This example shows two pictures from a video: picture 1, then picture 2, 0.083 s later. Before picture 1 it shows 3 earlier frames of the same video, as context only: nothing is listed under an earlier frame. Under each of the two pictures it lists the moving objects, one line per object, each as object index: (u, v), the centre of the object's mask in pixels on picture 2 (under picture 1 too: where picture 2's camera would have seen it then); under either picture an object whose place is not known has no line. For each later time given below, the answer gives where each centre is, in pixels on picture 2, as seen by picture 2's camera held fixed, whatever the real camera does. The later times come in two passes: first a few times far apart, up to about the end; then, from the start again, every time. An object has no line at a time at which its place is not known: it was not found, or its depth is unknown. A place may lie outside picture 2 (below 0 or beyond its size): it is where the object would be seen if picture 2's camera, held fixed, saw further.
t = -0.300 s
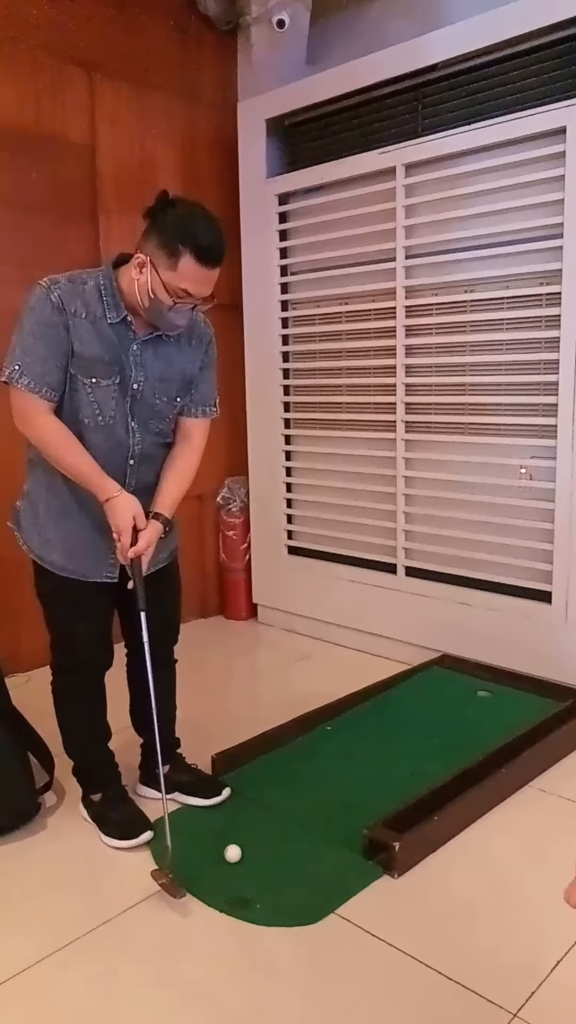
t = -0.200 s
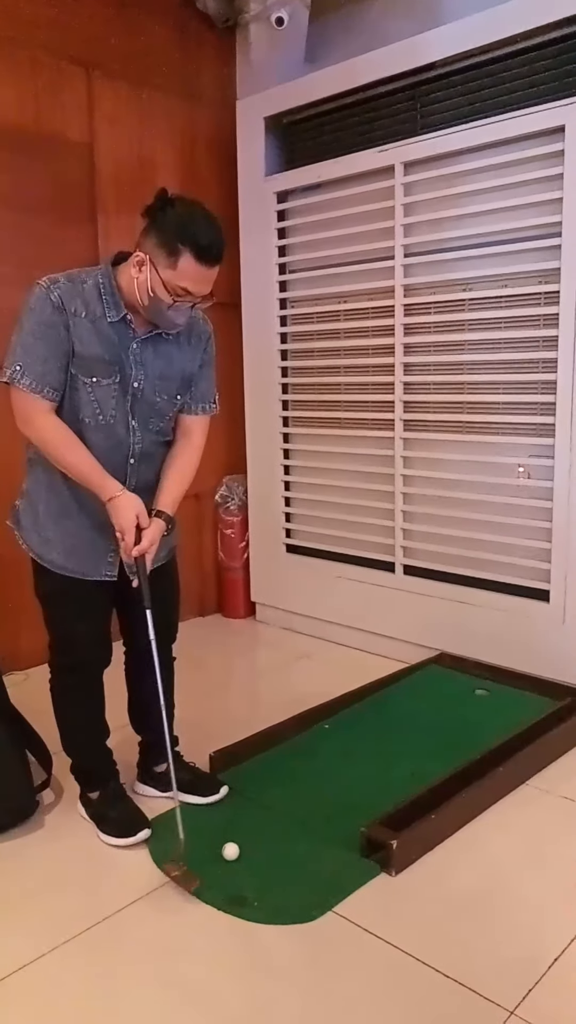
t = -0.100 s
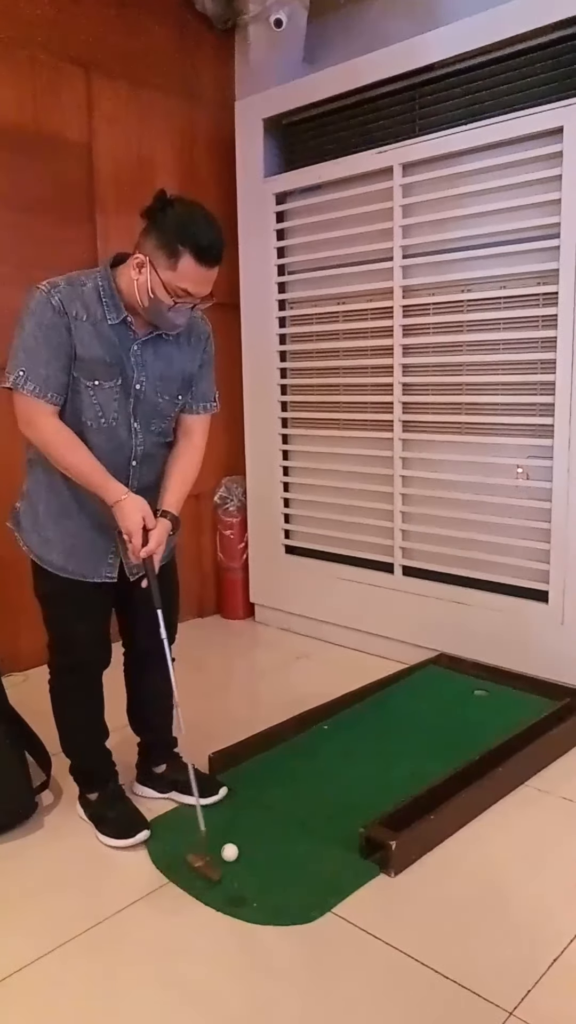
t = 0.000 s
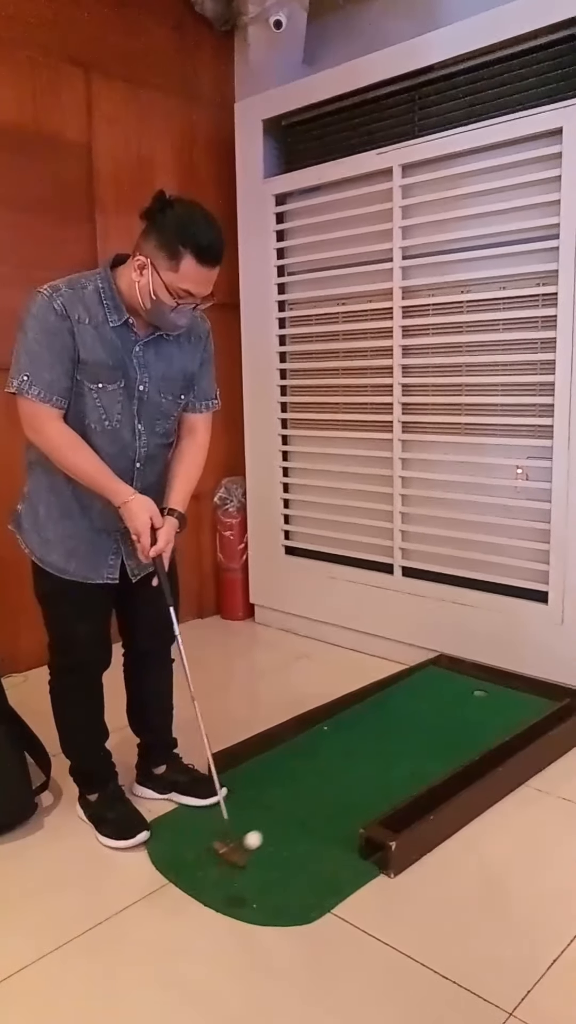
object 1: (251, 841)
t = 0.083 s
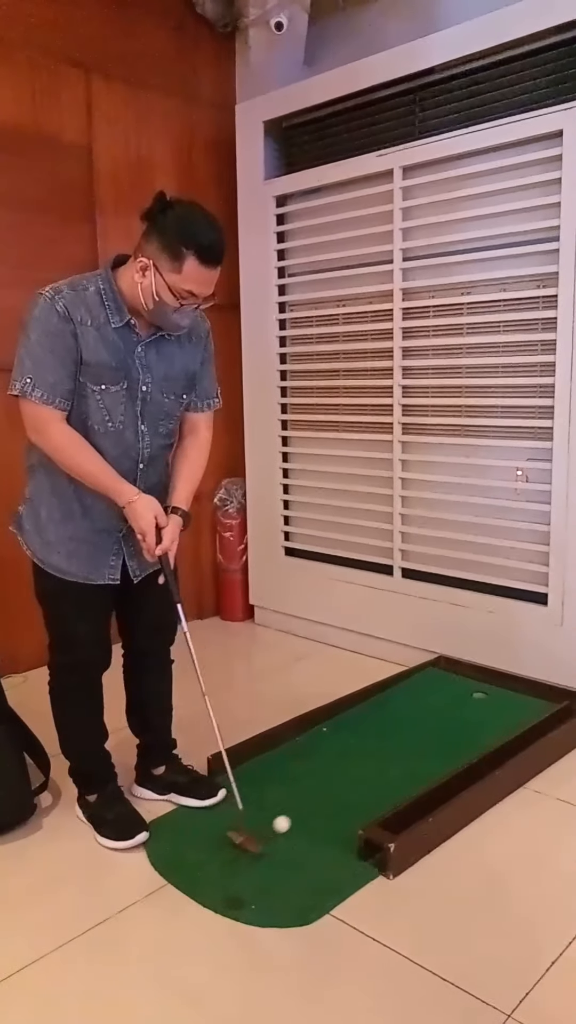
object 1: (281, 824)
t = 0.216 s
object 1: (318, 804)
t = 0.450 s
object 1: (370, 772)
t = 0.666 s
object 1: (408, 749)
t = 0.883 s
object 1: (438, 730)
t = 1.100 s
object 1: (461, 714)
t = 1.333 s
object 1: (479, 702)
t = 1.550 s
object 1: (491, 693)
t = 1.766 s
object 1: (499, 687)
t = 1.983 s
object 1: (505, 683)
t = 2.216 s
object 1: (514, 684)
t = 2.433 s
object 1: (516, 686)
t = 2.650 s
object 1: (523, 688)
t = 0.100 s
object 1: (286, 822)
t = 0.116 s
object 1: (291, 819)
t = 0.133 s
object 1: (296, 817)
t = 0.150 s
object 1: (301, 814)
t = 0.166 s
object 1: (305, 811)
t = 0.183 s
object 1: (310, 809)
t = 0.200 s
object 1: (314, 806)
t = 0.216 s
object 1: (318, 804)
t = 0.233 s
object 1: (322, 801)
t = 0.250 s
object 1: (326, 799)
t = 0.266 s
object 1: (330, 796)
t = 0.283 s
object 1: (334, 794)
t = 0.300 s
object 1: (338, 792)
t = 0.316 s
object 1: (342, 789)
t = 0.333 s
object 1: (346, 787)
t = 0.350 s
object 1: (349, 785)
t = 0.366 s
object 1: (353, 783)
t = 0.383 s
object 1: (356, 781)
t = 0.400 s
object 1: (360, 779)
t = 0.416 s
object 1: (363, 776)
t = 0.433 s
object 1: (367, 774)
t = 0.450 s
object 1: (370, 772)
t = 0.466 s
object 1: (373, 770)
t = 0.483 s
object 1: (376, 769)
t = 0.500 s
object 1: (380, 767)
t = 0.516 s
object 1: (383, 765)
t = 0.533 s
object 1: (386, 763)
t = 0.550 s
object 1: (389, 761)
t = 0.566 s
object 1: (392, 760)
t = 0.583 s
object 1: (395, 758)
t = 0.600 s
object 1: (398, 756)
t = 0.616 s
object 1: (400, 754)
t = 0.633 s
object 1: (403, 752)
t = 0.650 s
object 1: (405, 751)
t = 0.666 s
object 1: (408, 749)
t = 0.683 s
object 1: (411, 748)
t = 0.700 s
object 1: (413, 746)
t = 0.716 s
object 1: (416, 744)
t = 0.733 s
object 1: (418, 743)
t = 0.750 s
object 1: (420, 741)
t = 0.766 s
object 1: (423, 740)
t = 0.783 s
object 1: (425, 738)
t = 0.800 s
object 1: (427, 737)
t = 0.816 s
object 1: (430, 736)
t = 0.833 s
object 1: (432, 734)
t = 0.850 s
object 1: (434, 733)
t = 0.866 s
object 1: (436, 731)
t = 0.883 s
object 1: (438, 730)
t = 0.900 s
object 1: (440, 729)
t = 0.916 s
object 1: (442, 727)
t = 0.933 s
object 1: (444, 726)
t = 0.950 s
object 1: (446, 725)
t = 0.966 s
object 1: (447, 724)
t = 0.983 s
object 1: (449, 723)
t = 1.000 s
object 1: (451, 721)
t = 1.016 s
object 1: (452, 720)
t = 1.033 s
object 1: (454, 719)
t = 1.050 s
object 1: (456, 718)
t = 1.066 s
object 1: (457, 716)
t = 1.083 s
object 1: (459, 715)
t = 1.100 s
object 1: (461, 714)
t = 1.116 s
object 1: (462, 713)
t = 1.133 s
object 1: (464, 712)
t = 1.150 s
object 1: (465, 711)
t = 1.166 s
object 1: (467, 710)
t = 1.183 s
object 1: (468, 709)
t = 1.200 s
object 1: (469, 708)
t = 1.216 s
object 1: (471, 708)
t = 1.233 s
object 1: (472, 707)
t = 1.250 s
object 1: (473, 706)
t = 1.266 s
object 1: (474, 705)
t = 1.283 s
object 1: (476, 704)
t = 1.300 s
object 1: (477, 703)
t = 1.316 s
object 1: (478, 702)
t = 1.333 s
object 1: (479, 702)
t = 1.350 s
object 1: (480, 701)
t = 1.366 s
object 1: (481, 700)
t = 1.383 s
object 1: (482, 699)
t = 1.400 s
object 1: (483, 699)
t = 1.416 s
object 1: (484, 698)
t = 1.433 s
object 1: (485, 697)
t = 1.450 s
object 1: (486, 697)
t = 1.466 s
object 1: (487, 696)
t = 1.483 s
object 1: (488, 695)
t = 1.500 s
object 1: (489, 695)
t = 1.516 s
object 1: (489, 694)
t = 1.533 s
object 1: (490, 693)
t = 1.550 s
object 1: (491, 693)
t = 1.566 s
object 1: (492, 692)
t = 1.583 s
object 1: (493, 692)
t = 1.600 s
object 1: (493, 691)
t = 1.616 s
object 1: (494, 691)
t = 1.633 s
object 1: (494, 690)
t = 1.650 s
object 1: (495, 690)
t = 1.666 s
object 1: (496, 689)
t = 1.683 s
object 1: (496, 689)
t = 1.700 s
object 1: (497, 688)
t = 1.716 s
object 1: (498, 688)
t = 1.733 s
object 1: (498, 687)
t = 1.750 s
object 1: (499, 687)
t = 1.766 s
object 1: (499, 687)
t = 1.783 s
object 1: (500, 686)
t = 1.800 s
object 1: (500, 686)
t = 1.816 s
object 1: (501, 686)
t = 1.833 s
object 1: (501, 685)
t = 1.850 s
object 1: (502, 685)
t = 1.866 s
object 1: (502, 685)
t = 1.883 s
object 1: (503, 685)
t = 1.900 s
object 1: (503, 684)
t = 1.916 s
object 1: (503, 684)
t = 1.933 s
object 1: (504, 684)
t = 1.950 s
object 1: (504, 684)
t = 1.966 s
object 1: (505, 683)
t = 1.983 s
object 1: (505, 683)
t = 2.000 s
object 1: (506, 683)
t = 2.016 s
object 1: (506, 683)
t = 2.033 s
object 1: (507, 684)
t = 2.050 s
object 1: (507, 684)
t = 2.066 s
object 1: (508, 685)
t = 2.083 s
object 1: (509, 684)
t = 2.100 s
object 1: (510, 684)
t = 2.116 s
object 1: (511, 684)
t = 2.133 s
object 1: (512, 684)
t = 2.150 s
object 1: (513, 684)
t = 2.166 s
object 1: (513, 684)
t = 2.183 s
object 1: (514, 684)
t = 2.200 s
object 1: (514, 684)
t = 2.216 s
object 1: (514, 684)
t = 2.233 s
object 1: (514, 684)
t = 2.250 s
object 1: (514, 684)
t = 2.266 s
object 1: (514, 684)
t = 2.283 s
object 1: (514, 684)
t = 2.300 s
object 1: (514, 684)
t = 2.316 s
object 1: (514, 684)
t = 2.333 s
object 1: (514, 685)
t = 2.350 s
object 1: (514, 685)
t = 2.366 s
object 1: (515, 685)
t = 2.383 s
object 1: (515, 685)
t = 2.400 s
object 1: (515, 685)
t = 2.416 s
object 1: (516, 686)
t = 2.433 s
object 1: (516, 686)
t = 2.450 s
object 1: (516, 686)
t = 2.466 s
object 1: (517, 686)
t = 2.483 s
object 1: (517, 686)
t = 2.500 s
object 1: (518, 686)
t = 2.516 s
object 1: (518, 687)
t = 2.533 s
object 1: (519, 687)
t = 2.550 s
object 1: (519, 687)
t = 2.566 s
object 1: (520, 687)
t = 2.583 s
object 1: (520, 687)
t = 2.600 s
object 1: (521, 687)
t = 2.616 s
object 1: (522, 688)
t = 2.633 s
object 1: (522, 688)
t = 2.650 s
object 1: (523, 688)
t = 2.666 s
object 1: (523, 688)
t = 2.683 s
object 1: (524, 689)
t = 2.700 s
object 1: (525, 689)
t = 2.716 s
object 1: (526, 689)
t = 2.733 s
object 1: (526, 690)
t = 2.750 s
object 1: (527, 690)
